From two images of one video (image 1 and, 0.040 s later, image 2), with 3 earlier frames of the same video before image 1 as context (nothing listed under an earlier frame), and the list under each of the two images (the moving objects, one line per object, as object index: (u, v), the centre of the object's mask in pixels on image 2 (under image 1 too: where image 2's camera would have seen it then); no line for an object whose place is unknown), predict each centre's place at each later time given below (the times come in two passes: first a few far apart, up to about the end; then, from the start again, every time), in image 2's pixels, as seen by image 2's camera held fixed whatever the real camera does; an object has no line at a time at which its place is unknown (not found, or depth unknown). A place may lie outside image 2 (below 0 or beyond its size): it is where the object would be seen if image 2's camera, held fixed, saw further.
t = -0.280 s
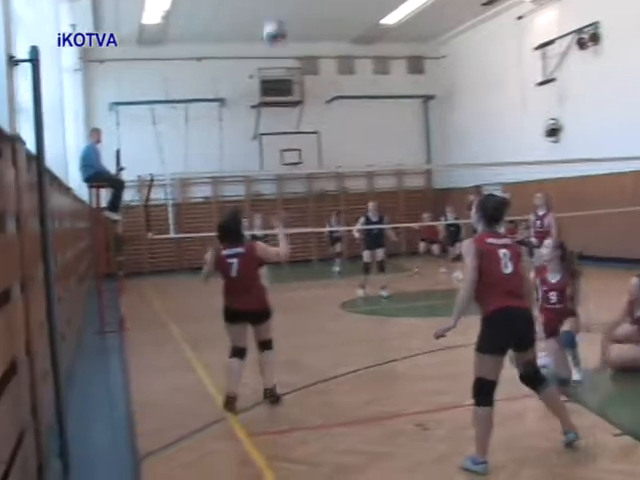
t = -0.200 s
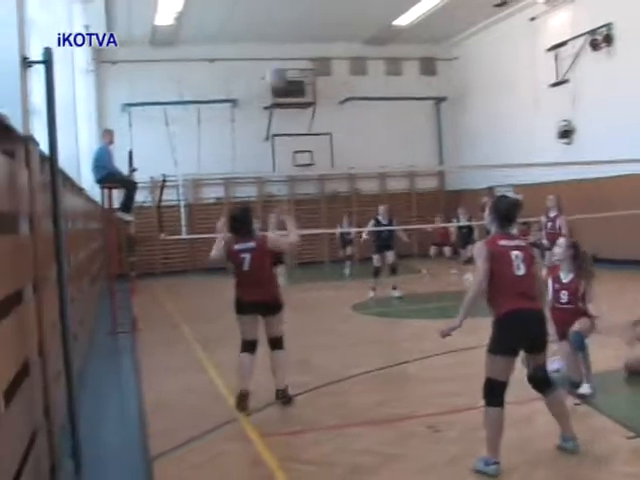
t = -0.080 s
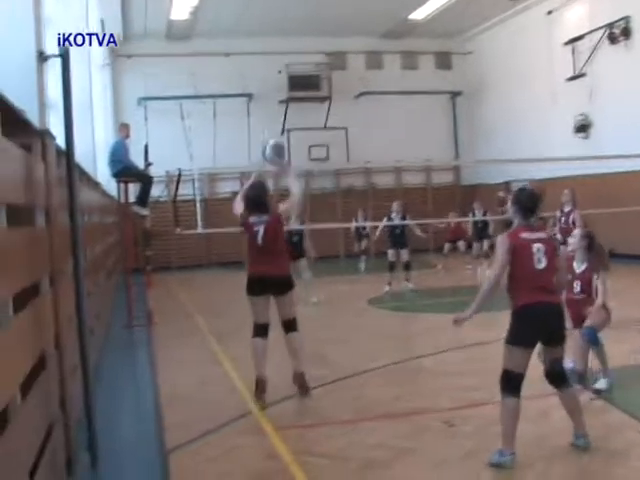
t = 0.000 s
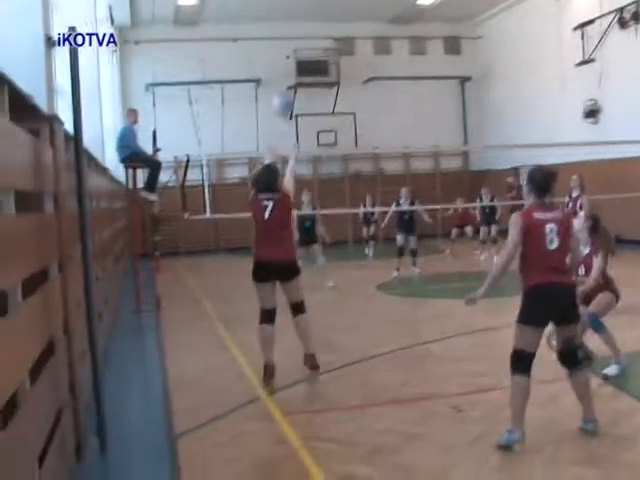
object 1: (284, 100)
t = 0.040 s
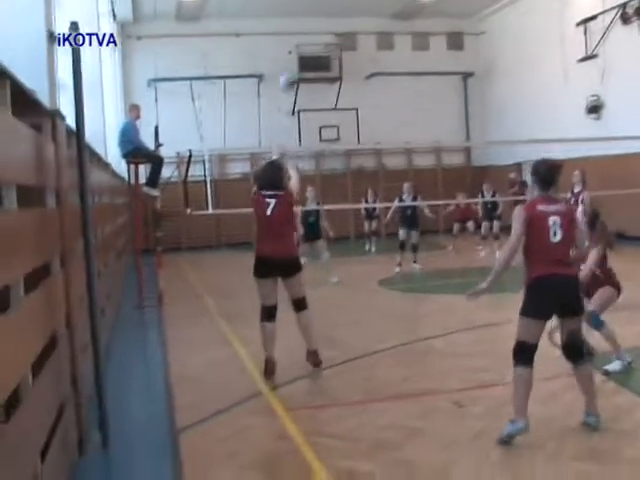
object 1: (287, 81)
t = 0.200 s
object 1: (300, 25)
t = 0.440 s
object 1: (311, 9)
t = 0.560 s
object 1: (313, 16)
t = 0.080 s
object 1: (293, 58)
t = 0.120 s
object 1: (294, 44)
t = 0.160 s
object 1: (296, 34)
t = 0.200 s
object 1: (300, 25)
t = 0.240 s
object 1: (303, 17)
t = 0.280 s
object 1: (304, 14)
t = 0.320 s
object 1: (307, 12)
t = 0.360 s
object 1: (309, 11)
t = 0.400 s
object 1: (309, 9)
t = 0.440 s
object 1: (311, 9)
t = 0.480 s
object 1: (312, 10)
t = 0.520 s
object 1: (313, 12)
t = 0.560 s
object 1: (313, 16)
